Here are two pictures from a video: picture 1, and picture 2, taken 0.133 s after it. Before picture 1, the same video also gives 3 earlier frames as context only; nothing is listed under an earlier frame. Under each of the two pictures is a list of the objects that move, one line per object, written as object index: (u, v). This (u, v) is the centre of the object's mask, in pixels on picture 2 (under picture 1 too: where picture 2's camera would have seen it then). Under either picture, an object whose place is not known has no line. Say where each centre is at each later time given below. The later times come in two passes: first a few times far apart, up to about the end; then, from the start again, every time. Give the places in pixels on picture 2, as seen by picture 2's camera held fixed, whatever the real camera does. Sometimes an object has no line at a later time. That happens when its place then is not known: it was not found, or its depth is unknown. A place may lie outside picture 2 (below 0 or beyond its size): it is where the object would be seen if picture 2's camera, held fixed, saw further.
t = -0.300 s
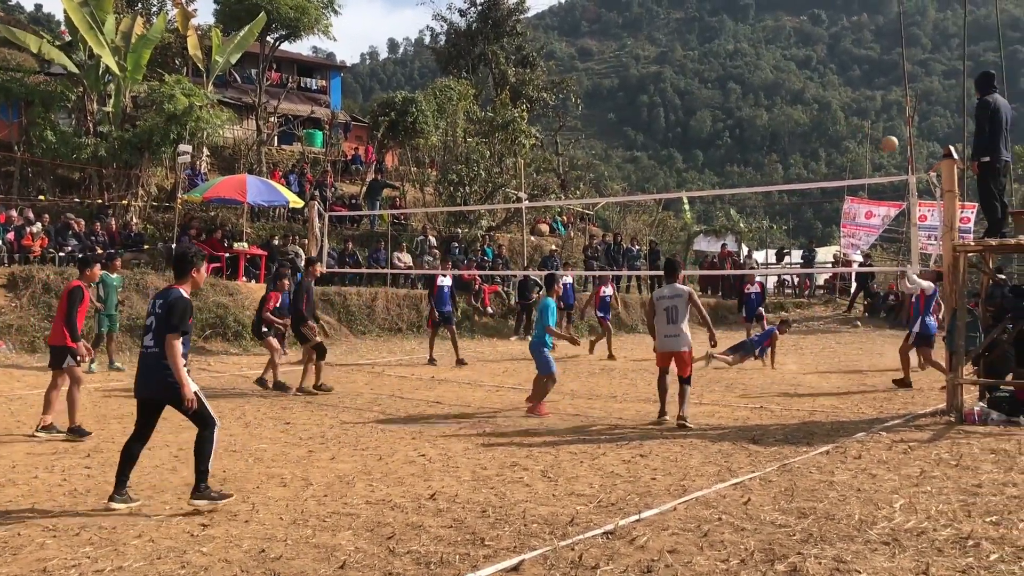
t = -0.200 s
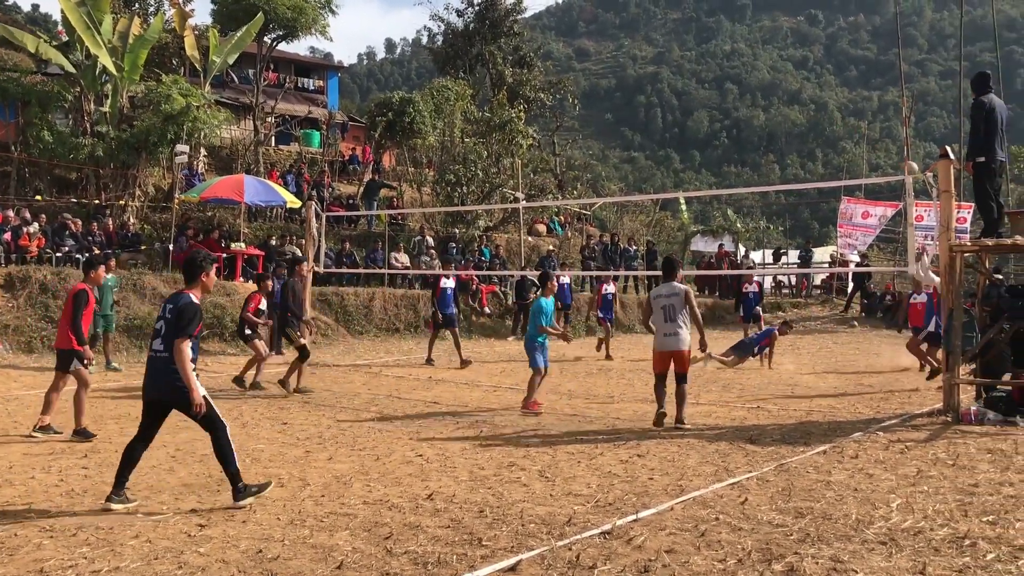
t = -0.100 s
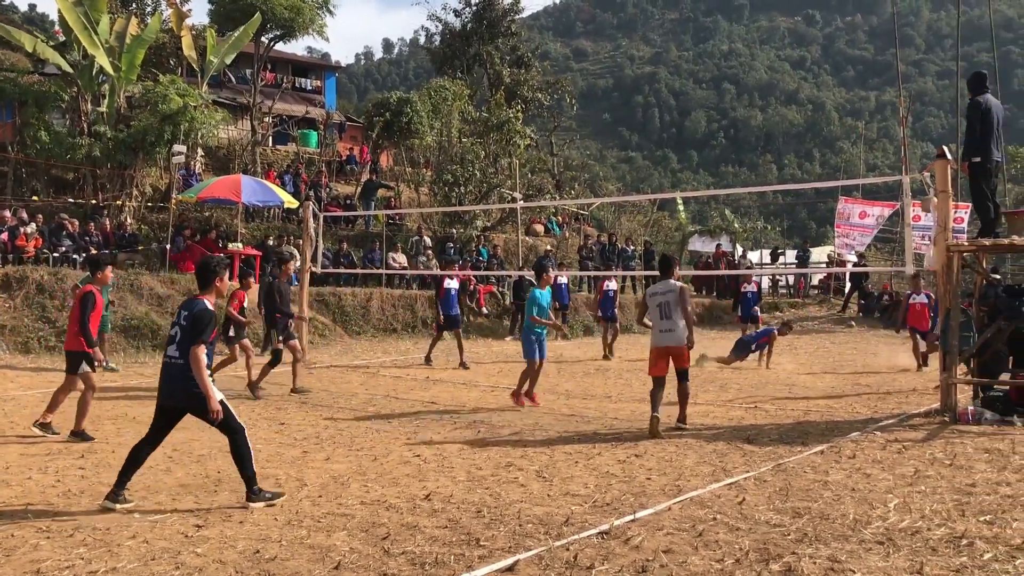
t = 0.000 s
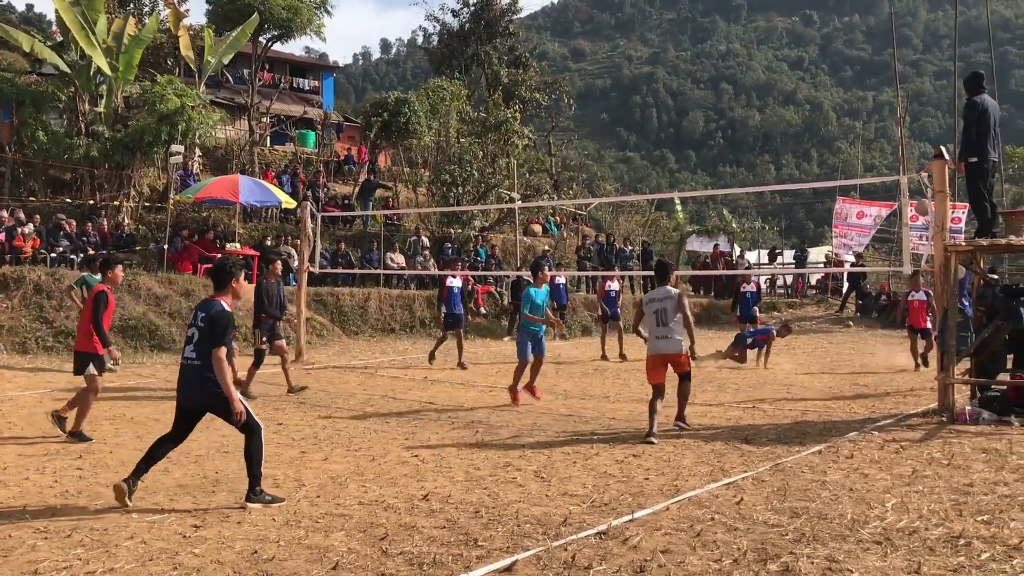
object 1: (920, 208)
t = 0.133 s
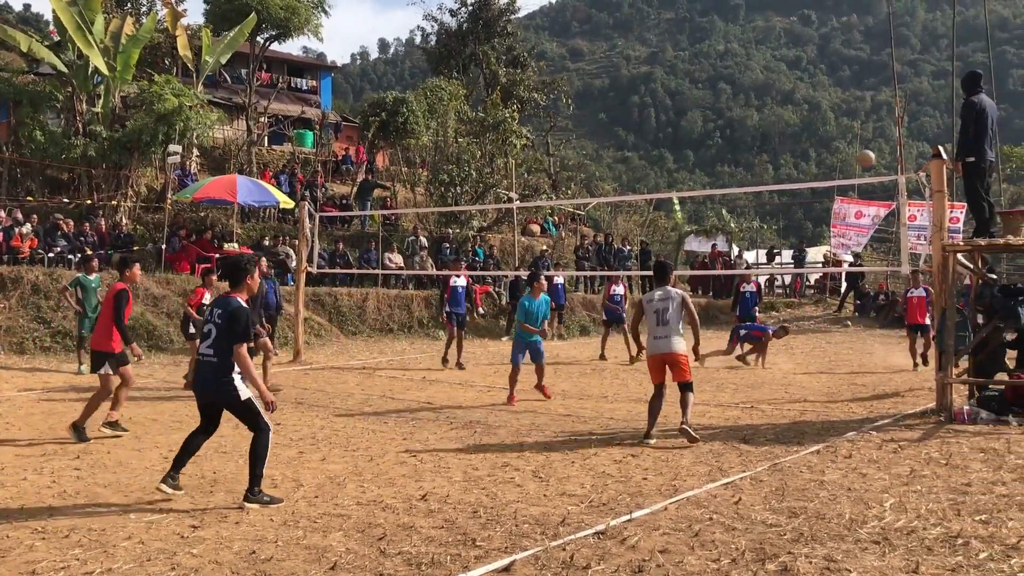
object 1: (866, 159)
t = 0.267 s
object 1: (808, 125)
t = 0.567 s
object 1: (673, 103)
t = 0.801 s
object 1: (566, 139)
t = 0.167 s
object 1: (852, 149)
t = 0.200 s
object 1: (837, 140)
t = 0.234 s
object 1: (822, 132)
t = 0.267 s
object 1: (808, 125)
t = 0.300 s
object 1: (794, 119)
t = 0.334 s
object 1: (778, 114)
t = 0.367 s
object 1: (763, 110)
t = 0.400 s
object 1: (748, 106)
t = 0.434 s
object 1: (733, 103)
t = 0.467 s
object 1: (719, 102)
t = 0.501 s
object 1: (703, 101)
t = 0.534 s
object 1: (688, 101)
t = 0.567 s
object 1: (673, 103)
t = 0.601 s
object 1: (657, 105)
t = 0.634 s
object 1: (643, 108)
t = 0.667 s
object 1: (626, 113)
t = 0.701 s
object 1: (612, 117)
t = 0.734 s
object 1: (596, 124)
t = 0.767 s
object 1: (581, 131)
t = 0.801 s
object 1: (566, 139)
